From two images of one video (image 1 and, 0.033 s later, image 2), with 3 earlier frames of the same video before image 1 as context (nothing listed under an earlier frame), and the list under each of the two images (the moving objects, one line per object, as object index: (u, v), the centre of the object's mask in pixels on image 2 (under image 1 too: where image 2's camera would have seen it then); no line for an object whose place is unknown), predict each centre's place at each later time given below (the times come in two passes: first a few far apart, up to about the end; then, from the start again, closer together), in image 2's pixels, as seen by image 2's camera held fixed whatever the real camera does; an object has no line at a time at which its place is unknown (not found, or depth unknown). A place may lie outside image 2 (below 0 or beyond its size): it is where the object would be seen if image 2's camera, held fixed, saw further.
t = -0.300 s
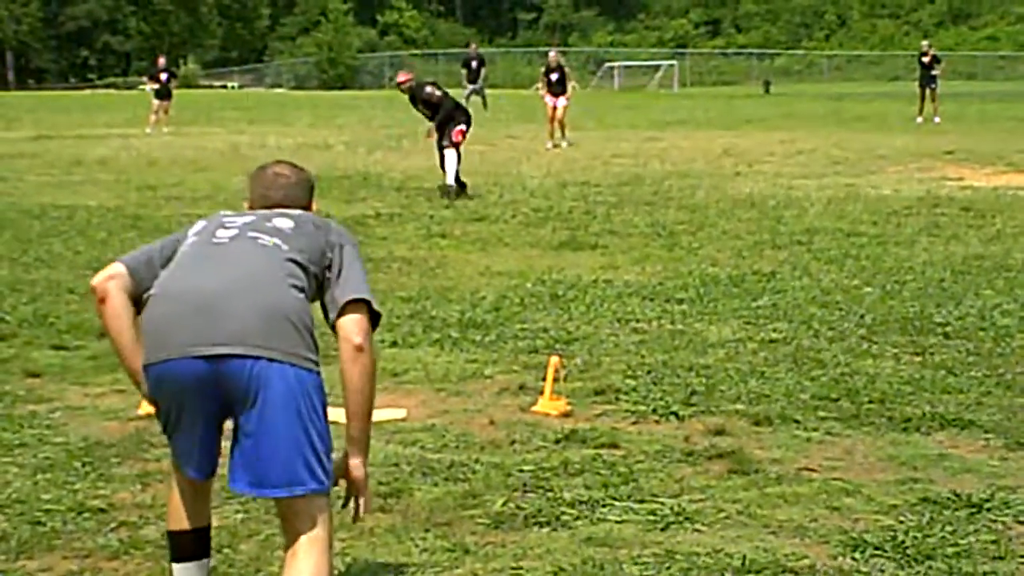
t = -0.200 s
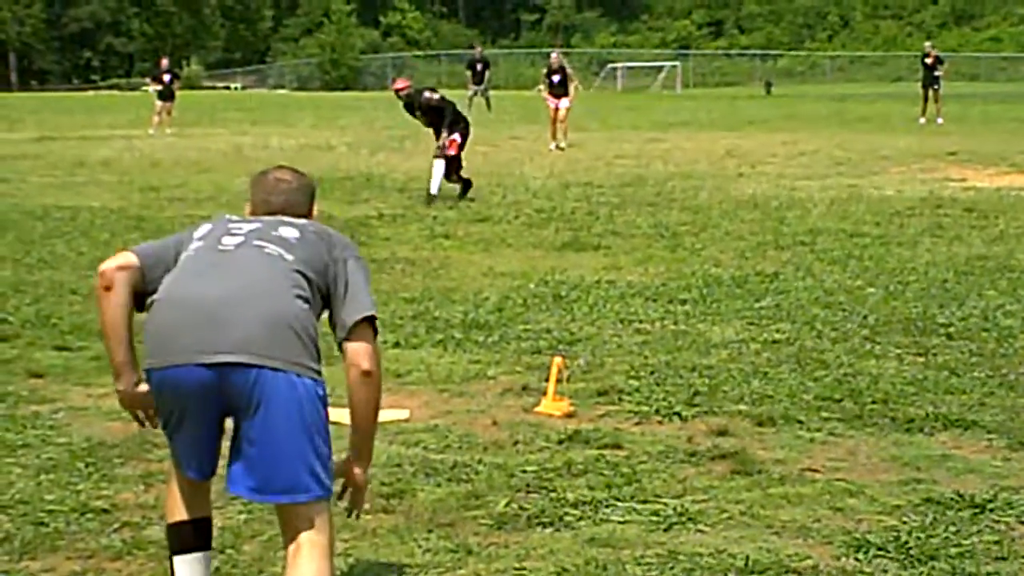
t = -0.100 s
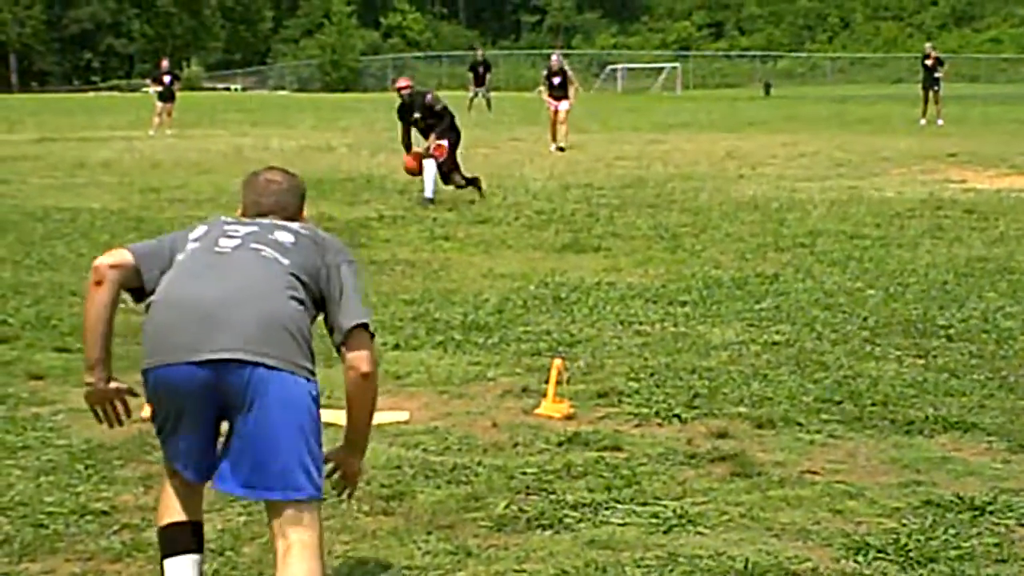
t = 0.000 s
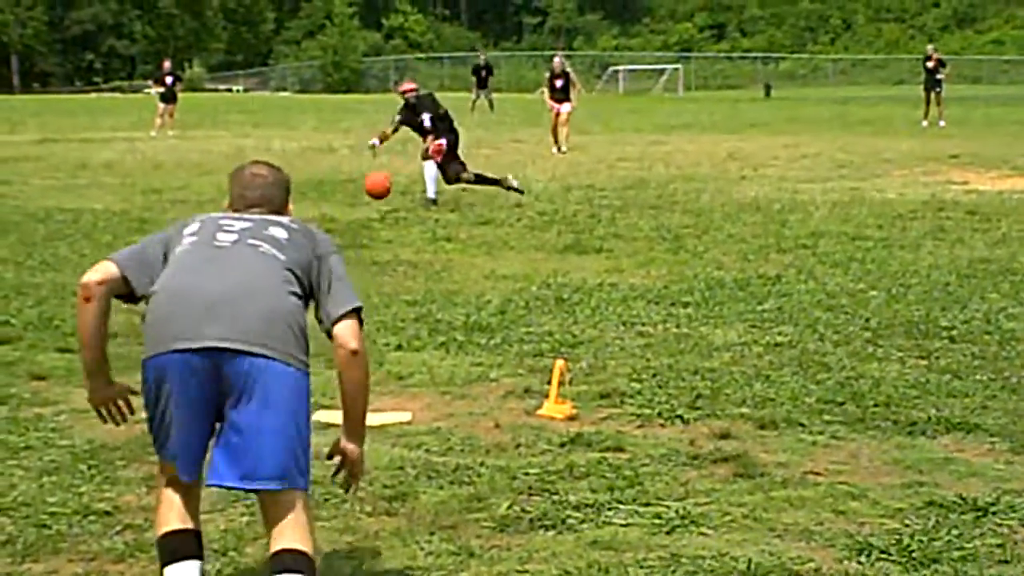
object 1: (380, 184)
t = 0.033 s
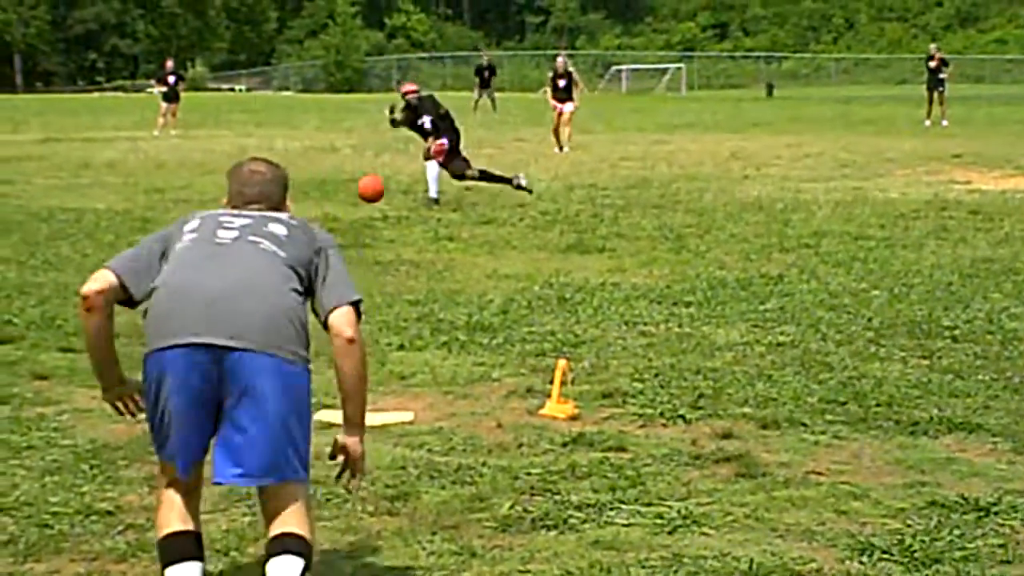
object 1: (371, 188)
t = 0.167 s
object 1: (332, 211)
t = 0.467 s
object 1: (345, 204)
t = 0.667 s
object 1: (373, 248)
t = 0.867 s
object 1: (424, 255)
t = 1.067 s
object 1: (471, 290)
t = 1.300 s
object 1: (537, 319)
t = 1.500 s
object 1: (602, 349)
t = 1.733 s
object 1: (695, 382)
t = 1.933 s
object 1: (790, 413)
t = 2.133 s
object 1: (910, 465)
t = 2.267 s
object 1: (1011, 499)
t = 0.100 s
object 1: (352, 198)
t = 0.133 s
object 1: (342, 206)
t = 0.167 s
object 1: (332, 211)
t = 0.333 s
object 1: (337, 202)
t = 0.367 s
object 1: (337, 202)
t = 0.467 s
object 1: (345, 204)
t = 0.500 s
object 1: (350, 207)
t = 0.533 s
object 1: (356, 210)
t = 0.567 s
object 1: (362, 215)
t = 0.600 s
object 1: (372, 218)
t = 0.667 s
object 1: (373, 248)
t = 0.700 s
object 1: (379, 258)
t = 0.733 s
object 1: (386, 256)
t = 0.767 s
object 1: (394, 254)
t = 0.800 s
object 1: (407, 251)
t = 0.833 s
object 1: (416, 252)
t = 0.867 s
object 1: (424, 255)
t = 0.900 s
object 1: (429, 260)
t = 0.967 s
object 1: (446, 276)
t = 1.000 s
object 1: (455, 285)
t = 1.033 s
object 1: (462, 290)
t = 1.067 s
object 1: (471, 290)
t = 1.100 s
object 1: (479, 292)
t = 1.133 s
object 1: (489, 295)
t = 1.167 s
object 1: (497, 299)
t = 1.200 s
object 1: (507, 306)
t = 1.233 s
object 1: (517, 312)
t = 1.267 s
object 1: (527, 319)
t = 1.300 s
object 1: (537, 319)
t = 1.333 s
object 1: (547, 320)
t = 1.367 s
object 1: (557, 321)
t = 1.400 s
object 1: (567, 325)
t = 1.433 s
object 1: (579, 333)
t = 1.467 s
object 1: (590, 340)
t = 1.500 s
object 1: (602, 349)
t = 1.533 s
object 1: (614, 355)
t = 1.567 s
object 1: (626, 356)
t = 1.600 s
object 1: (640, 356)
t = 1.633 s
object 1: (652, 358)
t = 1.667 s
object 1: (666, 363)
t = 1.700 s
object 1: (681, 371)
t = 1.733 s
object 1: (695, 382)
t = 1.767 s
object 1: (710, 396)
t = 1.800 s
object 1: (726, 408)
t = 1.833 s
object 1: (741, 406)
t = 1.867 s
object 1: (757, 405)
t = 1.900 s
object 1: (774, 408)
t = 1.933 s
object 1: (790, 413)
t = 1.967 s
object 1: (808, 422)
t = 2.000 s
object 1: (827, 434)
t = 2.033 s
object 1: (846, 449)
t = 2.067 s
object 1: (866, 465)
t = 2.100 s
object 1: (888, 466)
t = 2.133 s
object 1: (910, 465)
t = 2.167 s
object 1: (933, 468)
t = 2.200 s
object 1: (958, 474)
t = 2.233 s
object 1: (984, 484)
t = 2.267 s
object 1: (1011, 499)
